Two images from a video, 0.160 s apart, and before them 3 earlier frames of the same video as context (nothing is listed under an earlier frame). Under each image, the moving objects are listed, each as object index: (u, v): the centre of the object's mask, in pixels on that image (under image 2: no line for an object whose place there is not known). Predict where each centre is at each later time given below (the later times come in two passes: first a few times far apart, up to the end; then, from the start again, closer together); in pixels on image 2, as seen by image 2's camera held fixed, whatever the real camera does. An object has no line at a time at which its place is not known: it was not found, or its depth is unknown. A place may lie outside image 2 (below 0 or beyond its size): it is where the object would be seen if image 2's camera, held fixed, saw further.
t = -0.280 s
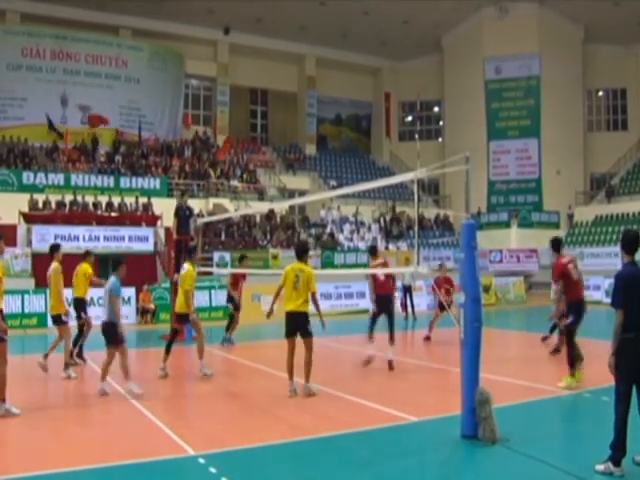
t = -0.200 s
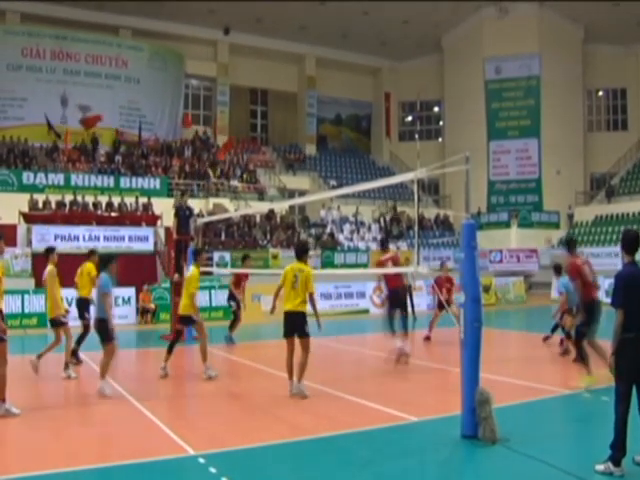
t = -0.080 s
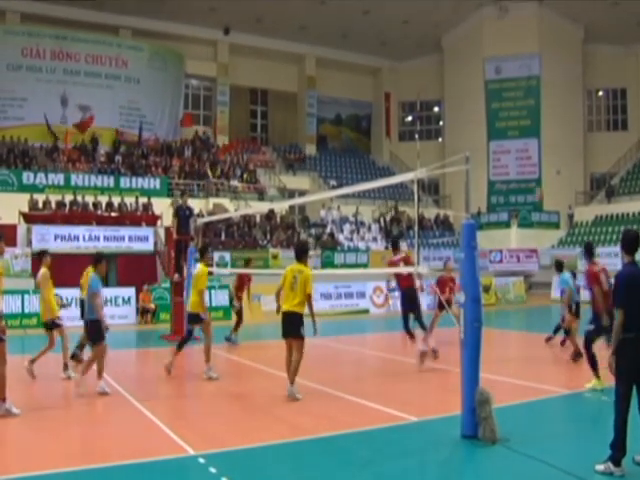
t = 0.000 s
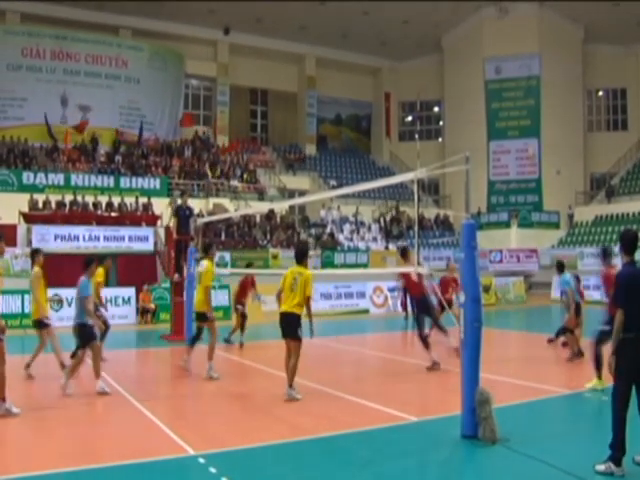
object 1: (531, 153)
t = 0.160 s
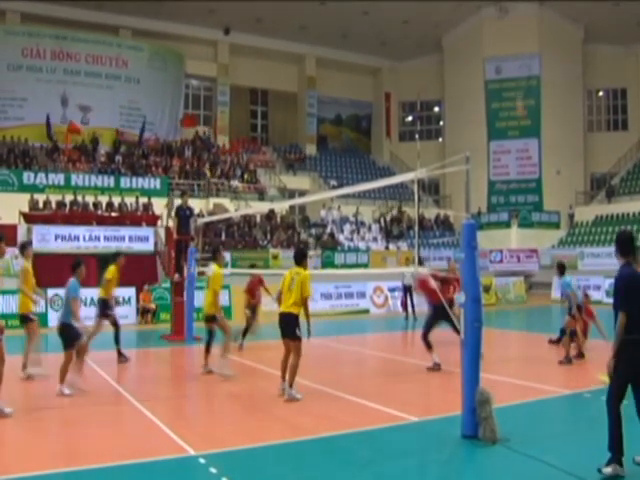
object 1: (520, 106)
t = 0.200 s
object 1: (518, 94)
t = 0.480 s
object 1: (498, 44)
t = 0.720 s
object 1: (482, 33)
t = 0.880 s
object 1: (472, 44)
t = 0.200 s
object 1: (518, 94)
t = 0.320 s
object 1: (510, 68)
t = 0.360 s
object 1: (506, 61)
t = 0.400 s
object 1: (502, 52)
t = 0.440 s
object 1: (500, 47)
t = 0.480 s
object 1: (498, 44)
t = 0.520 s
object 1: (495, 40)
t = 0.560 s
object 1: (492, 37)
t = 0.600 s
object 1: (489, 34)
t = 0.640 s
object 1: (486, 33)
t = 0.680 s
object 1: (484, 33)
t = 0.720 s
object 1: (482, 33)
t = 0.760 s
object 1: (479, 35)
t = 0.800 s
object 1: (475, 38)
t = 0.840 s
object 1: (474, 41)
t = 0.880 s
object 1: (472, 44)
